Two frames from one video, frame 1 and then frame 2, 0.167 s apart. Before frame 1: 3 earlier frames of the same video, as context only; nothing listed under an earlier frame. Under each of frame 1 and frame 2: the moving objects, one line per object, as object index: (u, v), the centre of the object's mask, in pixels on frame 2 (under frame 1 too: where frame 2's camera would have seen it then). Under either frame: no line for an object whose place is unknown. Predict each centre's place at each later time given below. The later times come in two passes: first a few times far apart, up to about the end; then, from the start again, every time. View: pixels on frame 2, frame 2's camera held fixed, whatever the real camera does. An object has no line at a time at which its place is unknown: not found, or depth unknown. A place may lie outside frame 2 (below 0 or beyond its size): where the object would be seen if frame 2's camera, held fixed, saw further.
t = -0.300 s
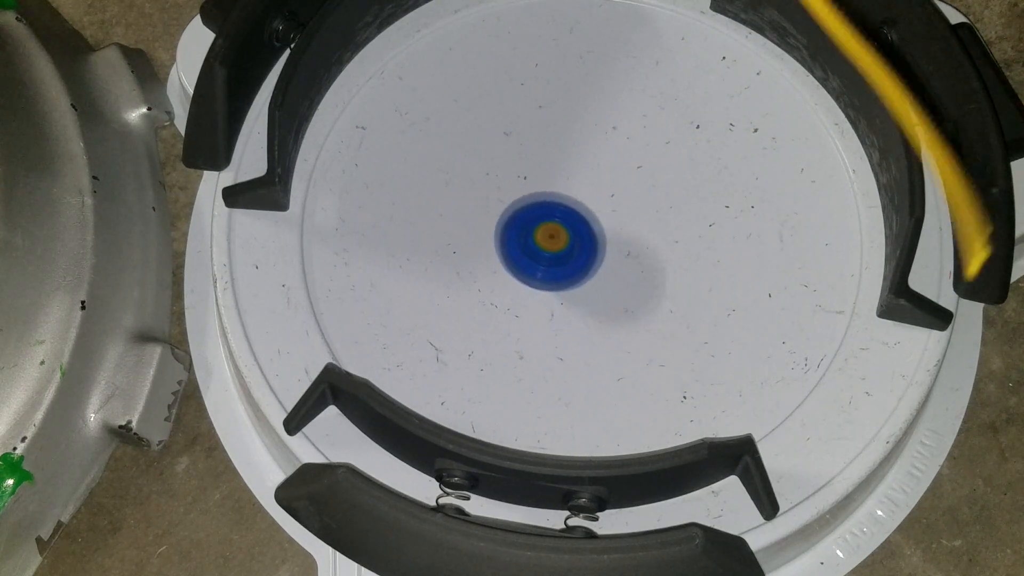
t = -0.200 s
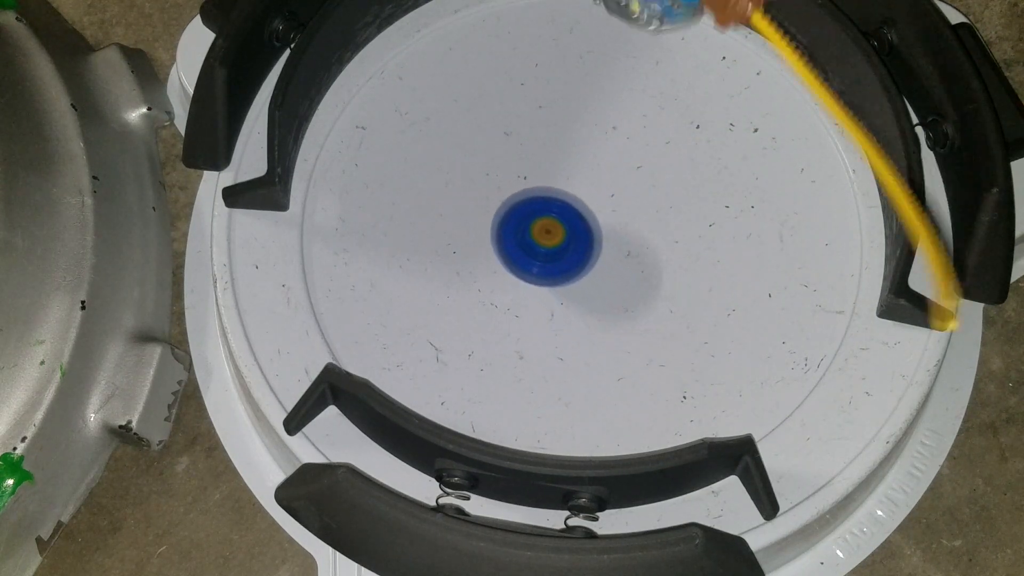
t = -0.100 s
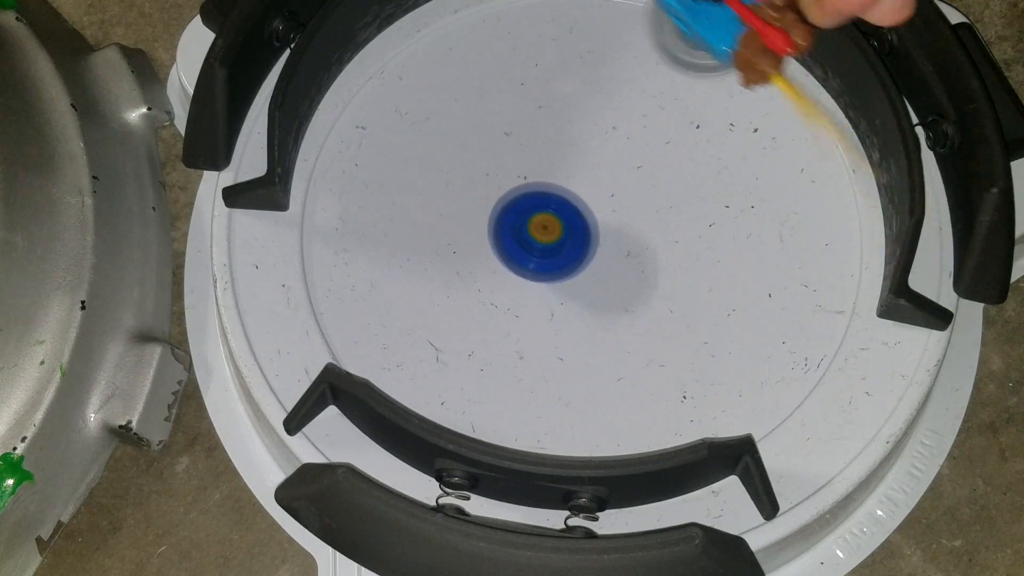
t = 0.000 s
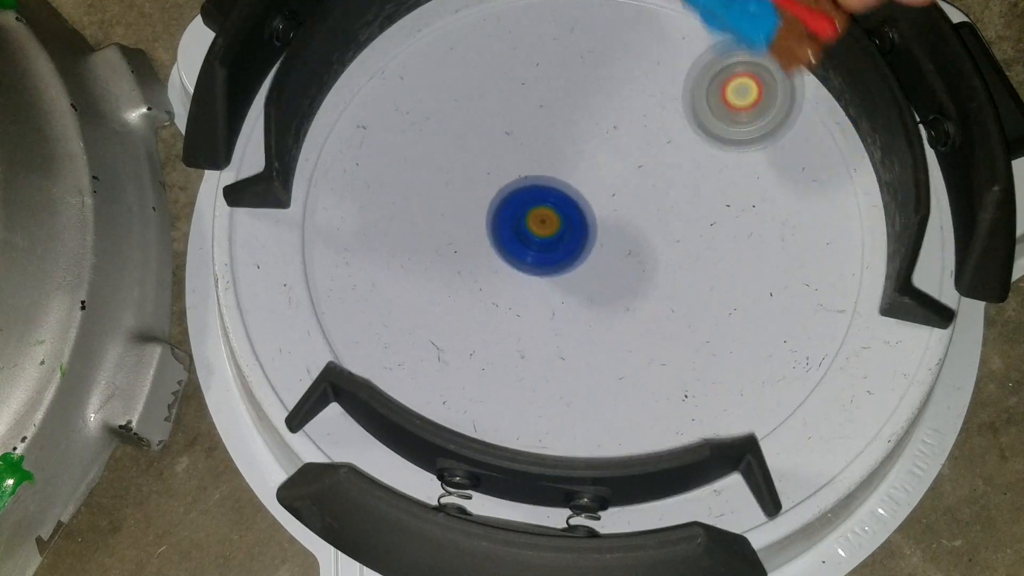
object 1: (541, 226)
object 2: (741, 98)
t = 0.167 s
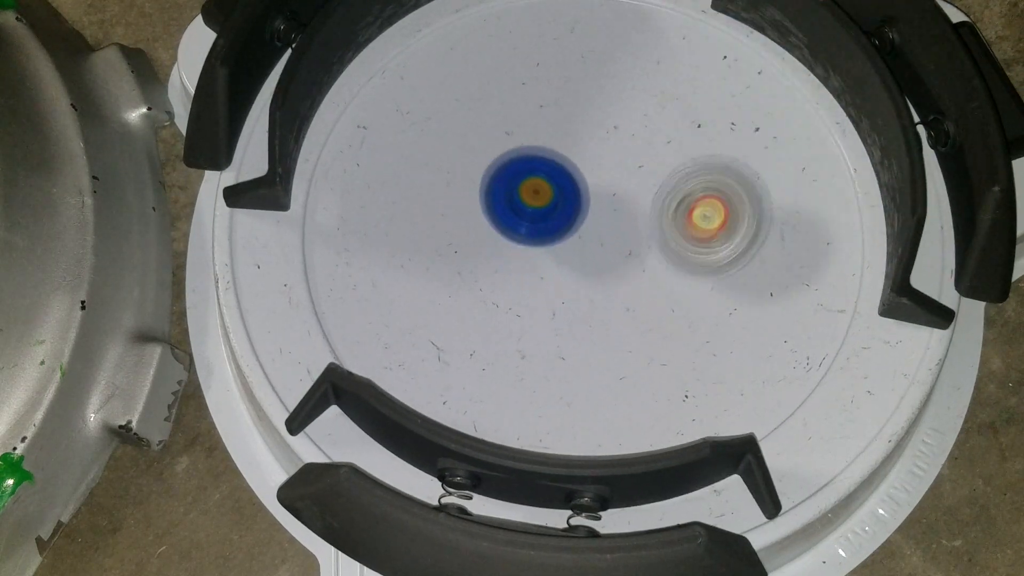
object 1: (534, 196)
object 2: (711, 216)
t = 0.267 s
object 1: (527, 180)
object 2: (671, 264)
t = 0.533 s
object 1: (503, 171)
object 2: (678, 326)
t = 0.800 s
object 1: (528, 181)
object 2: (721, 339)
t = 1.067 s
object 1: (558, 190)
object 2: (711, 343)
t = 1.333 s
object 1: (584, 197)
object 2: (665, 340)
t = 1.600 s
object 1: (602, 203)
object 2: (595, 327)
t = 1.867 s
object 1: (614, 209)
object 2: (522, 302)
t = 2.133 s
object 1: (619, 216)
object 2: (471, 276)
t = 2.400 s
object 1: (620, 224)
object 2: (460, 244)
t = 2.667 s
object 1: (619, 232)
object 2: (474, 202)
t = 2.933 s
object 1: (612, 239)
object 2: (494, 158)
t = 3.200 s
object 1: (603, 244)
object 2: (525, 134)
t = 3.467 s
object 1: (592, 245)
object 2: (567, 127)
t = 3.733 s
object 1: (578, 243)
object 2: (612, 135)
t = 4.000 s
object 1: (566, 236)
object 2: (657, 152)
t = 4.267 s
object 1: (559, 227)
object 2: (677, 176)
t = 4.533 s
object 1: (554, 214)
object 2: (679, 213)
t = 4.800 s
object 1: (557, 206)
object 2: (668, 255)
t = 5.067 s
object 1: (564, 198)
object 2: (643, 279)
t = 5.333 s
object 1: (577, 193)
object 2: (607, 294)
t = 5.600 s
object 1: (588, 190)
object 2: (563, 292)
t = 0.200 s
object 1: (532, 190)
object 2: (694, 238)
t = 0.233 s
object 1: (530, 184)
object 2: (682, 252)
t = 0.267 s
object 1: (527, 180)
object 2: (671, 264)
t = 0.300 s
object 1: (523, 175)
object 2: (663, 275)
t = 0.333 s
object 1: (519, 171)
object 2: (659, 284)
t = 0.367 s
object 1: (515, 168)
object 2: (658, 292)
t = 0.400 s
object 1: (510, 167)
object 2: (659, 299)
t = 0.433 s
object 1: (506, 167)
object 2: (661, 306)
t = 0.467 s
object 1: (502, 168)
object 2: (665, 313)
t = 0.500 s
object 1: (502, 170)
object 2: (671, 319)
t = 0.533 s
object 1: (503, 171)
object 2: (678, 326)
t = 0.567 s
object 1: (504, 173)
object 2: (684, 331)
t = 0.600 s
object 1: (507, 174)
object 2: (690, 336)
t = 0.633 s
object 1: (510, 175)
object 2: (697, 338)
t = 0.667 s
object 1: (513, 175)
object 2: (703, 340)
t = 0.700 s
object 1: (517, 176)
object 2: (711, 340)
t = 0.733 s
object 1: (521, 178)
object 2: (717, 339)
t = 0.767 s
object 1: (525, 179)
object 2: (720, 339)
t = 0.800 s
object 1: (528, 181)
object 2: (721, 339)
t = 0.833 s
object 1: (533, 183)
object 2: (722, 339)
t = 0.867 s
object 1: (537, 184)
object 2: (723, 339)
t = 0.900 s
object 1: (540, 186)
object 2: (723, 340)
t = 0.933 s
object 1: (544, 187)
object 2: (722, 341)
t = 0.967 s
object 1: (548, 188)
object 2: (721, 342)
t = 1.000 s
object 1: (551, 189)
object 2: (718, 342)
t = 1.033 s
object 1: (555, 190)
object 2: (716, 343)
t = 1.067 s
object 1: (558, 190)
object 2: (711, 343)
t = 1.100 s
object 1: (562, 191)
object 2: (707, 342)
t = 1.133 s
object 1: (565, 192)
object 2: (702, 342)
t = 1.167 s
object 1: (569, 193)
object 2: (697, 341)
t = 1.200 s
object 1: (572, 194)
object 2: (691, 341)
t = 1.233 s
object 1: (575, 195)
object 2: (685, 341)
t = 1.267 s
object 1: (578, 196)
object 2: (679, 341)
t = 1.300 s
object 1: (581, 196)
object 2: (672, 340)
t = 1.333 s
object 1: (584, 197)
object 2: (665, 340)
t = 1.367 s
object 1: (587, 198)
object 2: (658, 339)
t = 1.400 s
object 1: (589, 199)
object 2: (650, 337)
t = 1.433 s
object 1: (592, 199)
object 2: (641, 335)
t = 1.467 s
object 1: (594, 200)
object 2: (632, 334)
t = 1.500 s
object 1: (596, 201)
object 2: (624, 332)
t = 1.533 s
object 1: (598, 201)
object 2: (614, 331)
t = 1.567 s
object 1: (600, 202)
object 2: (605, 329)
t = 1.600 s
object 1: (602, 203)
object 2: (595, 327)
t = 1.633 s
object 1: (603, 204)
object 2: (586, 324)
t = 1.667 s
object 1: (606, 204)
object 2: (576, 321)
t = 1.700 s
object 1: (607, 205)
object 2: (567, 318)
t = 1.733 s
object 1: (609, 206)
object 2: (557, 315)
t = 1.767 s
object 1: (611, 207)
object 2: (548, 312)
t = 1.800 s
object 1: (612, 208)
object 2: (539, 309)
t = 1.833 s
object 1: (613, 208)
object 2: (531, 305)
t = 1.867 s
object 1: (614, 209)
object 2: (522, 302)
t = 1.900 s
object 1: (615, 210)
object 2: (514, 299)
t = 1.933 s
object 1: (616, 211)
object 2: (506, 296)
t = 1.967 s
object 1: (617, 211)
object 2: (498, 293)
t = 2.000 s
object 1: (618, 212)
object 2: (491, 290)
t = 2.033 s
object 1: (619, 213)
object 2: (484, 287)
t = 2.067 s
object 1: (619, 214)
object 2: (479, 283)
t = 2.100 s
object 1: (619, 215)
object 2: (475, 280)
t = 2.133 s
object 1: (619, 216)
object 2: (471, 276)
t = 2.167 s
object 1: (620, 217)
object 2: (468, 273)
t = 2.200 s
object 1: (620, 218)
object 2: (465, 268)
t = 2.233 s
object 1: (620, 219)
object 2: (463, 264)
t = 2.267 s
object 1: (621, 220)
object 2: (461, 261)
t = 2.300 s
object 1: (621, 221)
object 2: (460, 257)
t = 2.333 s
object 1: (621, 222)
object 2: (459, 252)
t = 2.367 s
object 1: (621, 224)
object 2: (460, 248)
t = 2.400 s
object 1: (620, 224)
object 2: (460, 244)
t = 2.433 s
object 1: (620, 225)
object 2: (461, 239)
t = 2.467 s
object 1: (620, 226)
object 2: (462, 235)
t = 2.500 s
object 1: (621, 227)
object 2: (464, 230)
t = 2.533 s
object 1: (621, 228)
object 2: (465, 225)
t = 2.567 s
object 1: (621, 229)
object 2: (468, 219)
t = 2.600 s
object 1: (621, 230)
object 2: (470, 214)
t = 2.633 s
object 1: (620, 231)
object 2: (472, 208)
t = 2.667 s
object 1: (619, 232)
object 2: (474, 202)
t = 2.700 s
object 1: (619, 233)
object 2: (476, 197)
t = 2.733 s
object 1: (618, 234)
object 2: (478, 191)
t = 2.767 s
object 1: (618, 234)
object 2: (480, 185)
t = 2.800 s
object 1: (617, 236)
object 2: (482, 179)
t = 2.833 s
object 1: (616, 237)
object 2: (485, 173)
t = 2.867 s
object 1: (615, 238)
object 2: (488, 167)
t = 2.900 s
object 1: (614, 239)
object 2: (491, 163)
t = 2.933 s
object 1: (612, 239)
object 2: (494, 158)
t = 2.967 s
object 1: (611, 240)
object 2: (497, 153)
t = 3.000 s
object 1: (610, 240)
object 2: (501, 150)
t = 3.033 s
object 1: (609, 241)
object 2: (505, 146)
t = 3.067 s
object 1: (608, 242)
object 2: (509, 143)
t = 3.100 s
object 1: (606, 243)
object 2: (513, 141)
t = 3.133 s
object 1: (605, 243)
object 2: (517, 138)
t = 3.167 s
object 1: (603, 244)
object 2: (521, 136)
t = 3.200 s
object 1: (603, 244)
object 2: (525, 134)
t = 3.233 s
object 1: (602, 244)
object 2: (531, 133)
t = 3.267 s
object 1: (600, 245)
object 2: (536, 131)
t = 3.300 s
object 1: (599, 245)
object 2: (541, 130)
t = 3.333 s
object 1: (597, 245)
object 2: (546, 129)
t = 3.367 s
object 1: (595, 245)
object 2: (552, 128)
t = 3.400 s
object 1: (594, 245)
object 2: (557, 128)
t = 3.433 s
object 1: (593, 245)
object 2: (562, 127)
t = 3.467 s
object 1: (592, 245)
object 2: (567, 127)
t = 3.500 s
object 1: (590, 246)
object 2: (572, 127)
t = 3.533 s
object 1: (588, 245)
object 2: (578, 127)
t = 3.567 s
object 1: (586, 245)
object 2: (584, 129)
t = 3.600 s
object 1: (584, 245)
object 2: (589, 130)
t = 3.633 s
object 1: (583, 244)
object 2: (595, 131)
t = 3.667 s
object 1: (581, 244)
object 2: (601, 132)
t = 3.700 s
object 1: (580, 244)
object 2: (606, 134)
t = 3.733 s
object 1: (578, 243)
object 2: (612, 135)
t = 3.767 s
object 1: (576, 243)
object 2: (618, 136)
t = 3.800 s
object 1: (575, 242)
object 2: (624, 138)
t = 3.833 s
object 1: (573, 241)
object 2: (630, 141)
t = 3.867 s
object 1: (572, 240)
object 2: (636, 143)
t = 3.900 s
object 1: (570, 240)
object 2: (642, 145)
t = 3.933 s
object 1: (569, 238)
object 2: (648, 147)
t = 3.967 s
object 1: (567, 237)
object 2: (653, 149)
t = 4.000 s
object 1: (566, 236)
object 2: (657, 152)
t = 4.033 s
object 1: (565, 235)
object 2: (662, 154)
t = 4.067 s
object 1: (564, 234)
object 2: (665, 157)
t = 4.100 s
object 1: (563, 233)
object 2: (668, 160)
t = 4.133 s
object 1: (562, 232)
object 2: (671, 163)
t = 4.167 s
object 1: (561, 230)
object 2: (672, 166)
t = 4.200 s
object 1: (560, 229)
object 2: (674, 169)
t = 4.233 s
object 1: (560, 228)
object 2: (675, 173)
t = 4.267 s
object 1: (559, 227)
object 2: (677, 176)
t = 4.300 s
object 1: (558, 225)
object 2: (678, 181)
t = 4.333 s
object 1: (557, 224)
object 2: (679, 185)
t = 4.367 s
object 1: (556, 222)
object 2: (680, 189)
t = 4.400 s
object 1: (556, 220)
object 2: (680, 193)
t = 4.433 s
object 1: (555, 218)
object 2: (680, 198)
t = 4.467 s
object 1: (555, 217)
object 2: (680, 203)
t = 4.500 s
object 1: (555, 215)
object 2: (679, 208)
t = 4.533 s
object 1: (554, 214)
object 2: (679, 213)
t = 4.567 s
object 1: (554, 213)
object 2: (678, 218)
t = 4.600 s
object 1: (554, 212)
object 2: (677, 223)
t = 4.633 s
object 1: (554, 211)
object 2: (676, 229)
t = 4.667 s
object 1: (554, 210)
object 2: (675, 234)
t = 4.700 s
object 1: (555, 209)
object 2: (674, 240)
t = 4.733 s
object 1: (555, 208)
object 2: (672, 245)
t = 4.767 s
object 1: (556, 207)
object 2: (670, 250)
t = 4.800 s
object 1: (557, 206)
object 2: (668, 255)
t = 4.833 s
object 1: (557, 205)
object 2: (666, 259)
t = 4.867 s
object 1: (558, 204)
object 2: (664, 263)
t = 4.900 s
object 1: (559, 203)
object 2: (661, 266)
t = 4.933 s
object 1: (560, 202)
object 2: (658, 269)
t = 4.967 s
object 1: (561, 201)
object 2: (654, 271)
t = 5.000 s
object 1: (562, 200)
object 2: (651, 274)
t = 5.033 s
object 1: (563, 199)
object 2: (647, 276)
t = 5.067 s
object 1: (564, 198)
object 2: (643, 279)
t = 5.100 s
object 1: (566, 198)
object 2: (639, 282)
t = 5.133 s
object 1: (567, 197)
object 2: (635, 285)
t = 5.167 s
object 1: (568, 196)
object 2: (630, 287)
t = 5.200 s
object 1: (570, 195)
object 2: (626, 289)
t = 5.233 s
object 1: (572, 195)
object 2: (622, 291)
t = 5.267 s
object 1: (573, 194)
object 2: (617, 292)
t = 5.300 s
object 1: (575, 194)
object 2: (613, 293)
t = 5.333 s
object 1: (577, 193)
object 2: (607, 294)
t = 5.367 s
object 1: (578, 192)
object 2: (603, 295)
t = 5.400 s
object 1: (580, 192)
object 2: (597, 295)
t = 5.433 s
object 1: (581, 192)
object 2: (592, 295)
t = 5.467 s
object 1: (582, 191)
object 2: (586, 295)
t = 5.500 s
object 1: (584, 191)
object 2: (581, 294)
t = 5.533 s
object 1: (585, 190)
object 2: (574, 293)
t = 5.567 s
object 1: (587, 190)
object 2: (569, 293)
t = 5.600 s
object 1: (588, 190)
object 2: (563, 292)
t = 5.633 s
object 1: (590, 190)
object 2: (558, 290)
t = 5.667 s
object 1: (592, 191)
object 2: (553, 289)
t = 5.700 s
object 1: (594, 191)
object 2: (549, 287)
